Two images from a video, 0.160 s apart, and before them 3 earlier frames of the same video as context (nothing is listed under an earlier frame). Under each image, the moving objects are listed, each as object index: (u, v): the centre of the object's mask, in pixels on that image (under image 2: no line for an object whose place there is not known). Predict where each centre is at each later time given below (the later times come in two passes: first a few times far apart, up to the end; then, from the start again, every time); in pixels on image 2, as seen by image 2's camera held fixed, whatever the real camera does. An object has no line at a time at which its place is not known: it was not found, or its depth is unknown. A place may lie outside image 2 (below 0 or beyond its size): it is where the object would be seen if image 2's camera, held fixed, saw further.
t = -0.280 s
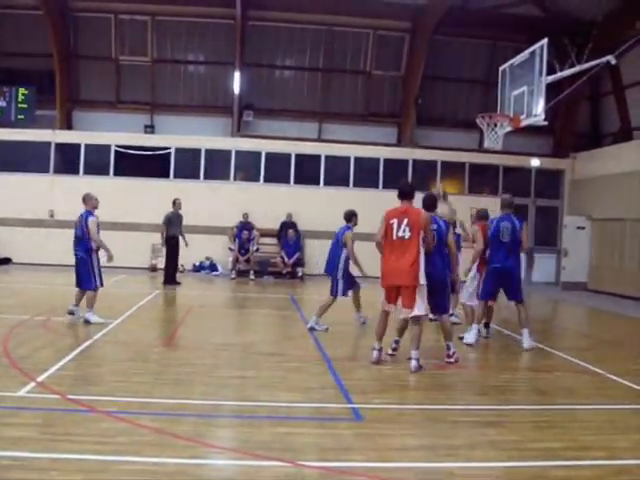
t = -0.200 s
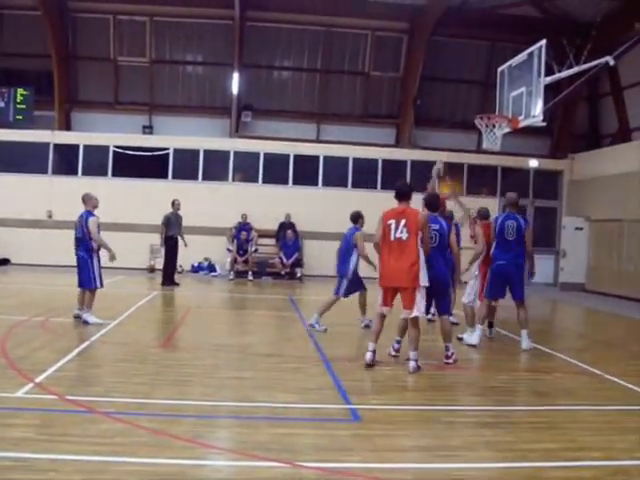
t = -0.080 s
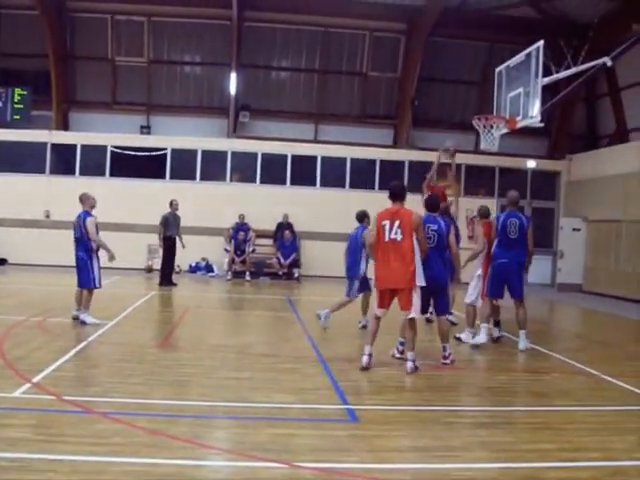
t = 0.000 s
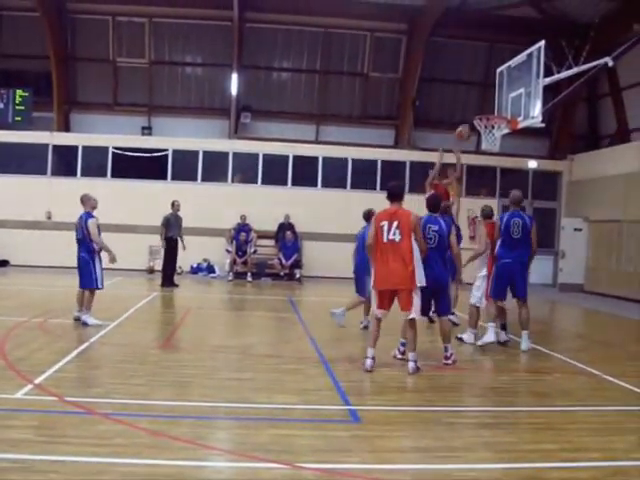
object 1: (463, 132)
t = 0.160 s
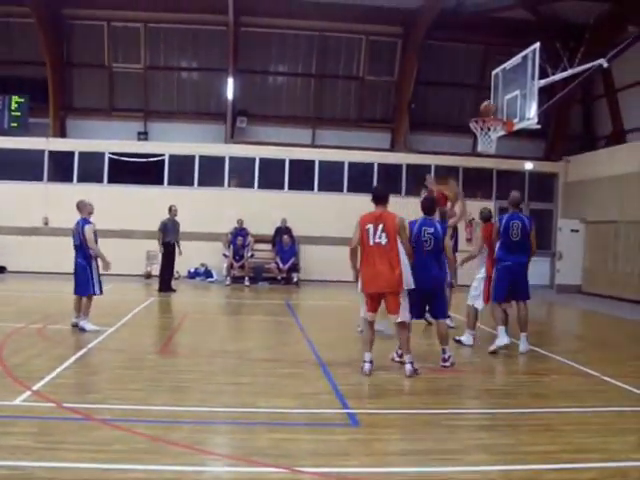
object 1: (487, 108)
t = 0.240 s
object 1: (489, 104)
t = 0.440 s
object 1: (478, 112)
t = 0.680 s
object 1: (486, 127)
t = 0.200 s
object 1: (489, 107)
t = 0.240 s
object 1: (489, 104)
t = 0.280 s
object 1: (487, 104)
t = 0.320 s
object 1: (486, 104)
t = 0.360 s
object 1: (484, 105)
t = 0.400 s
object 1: (482, 107)
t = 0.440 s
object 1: (478, 112)
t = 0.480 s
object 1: (477, 114)
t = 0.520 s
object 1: (481, 117)
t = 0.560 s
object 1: (484, 117)
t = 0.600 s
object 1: (486, 124)
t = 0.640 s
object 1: (486, 124)
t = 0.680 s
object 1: (486, 127)
